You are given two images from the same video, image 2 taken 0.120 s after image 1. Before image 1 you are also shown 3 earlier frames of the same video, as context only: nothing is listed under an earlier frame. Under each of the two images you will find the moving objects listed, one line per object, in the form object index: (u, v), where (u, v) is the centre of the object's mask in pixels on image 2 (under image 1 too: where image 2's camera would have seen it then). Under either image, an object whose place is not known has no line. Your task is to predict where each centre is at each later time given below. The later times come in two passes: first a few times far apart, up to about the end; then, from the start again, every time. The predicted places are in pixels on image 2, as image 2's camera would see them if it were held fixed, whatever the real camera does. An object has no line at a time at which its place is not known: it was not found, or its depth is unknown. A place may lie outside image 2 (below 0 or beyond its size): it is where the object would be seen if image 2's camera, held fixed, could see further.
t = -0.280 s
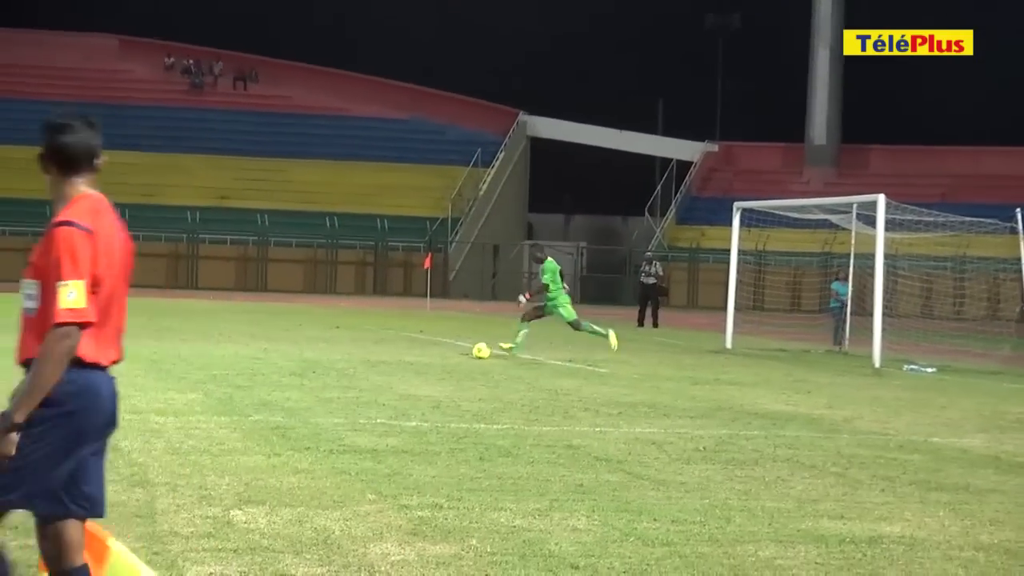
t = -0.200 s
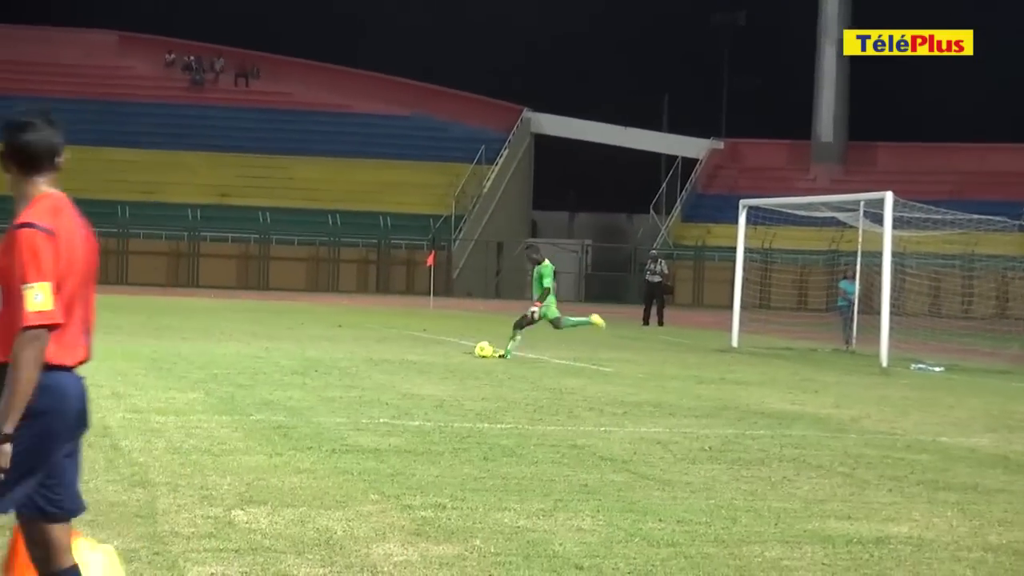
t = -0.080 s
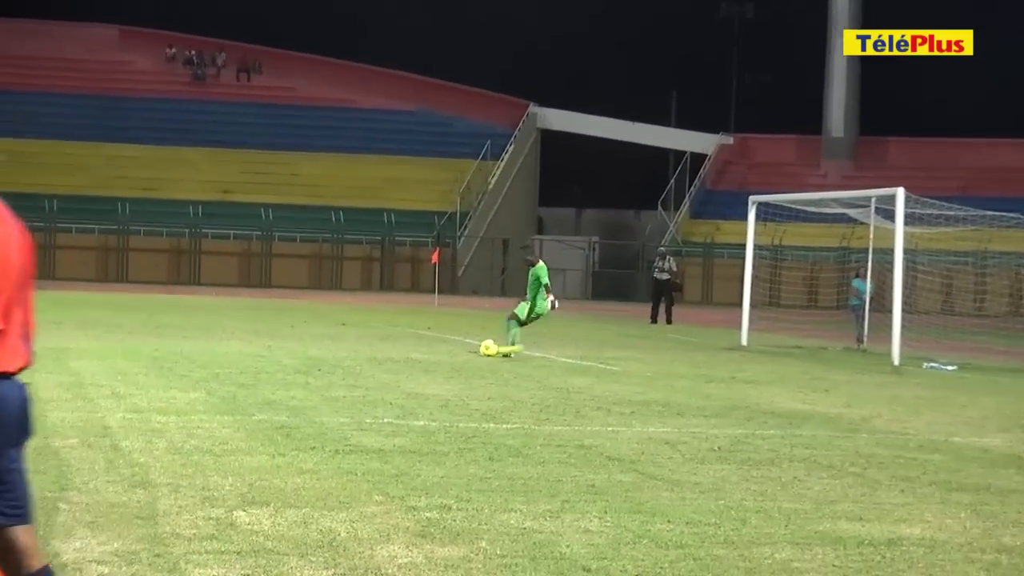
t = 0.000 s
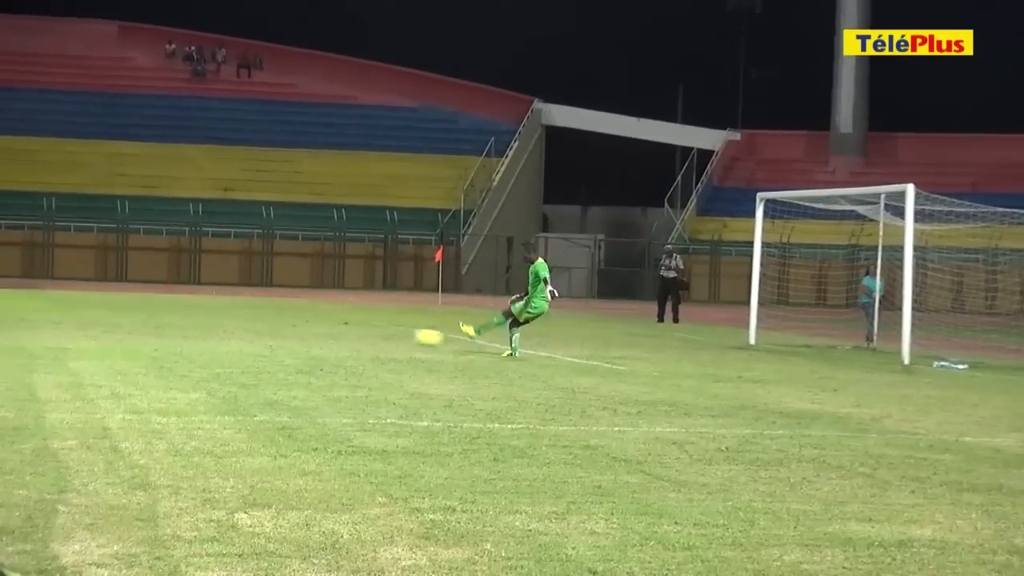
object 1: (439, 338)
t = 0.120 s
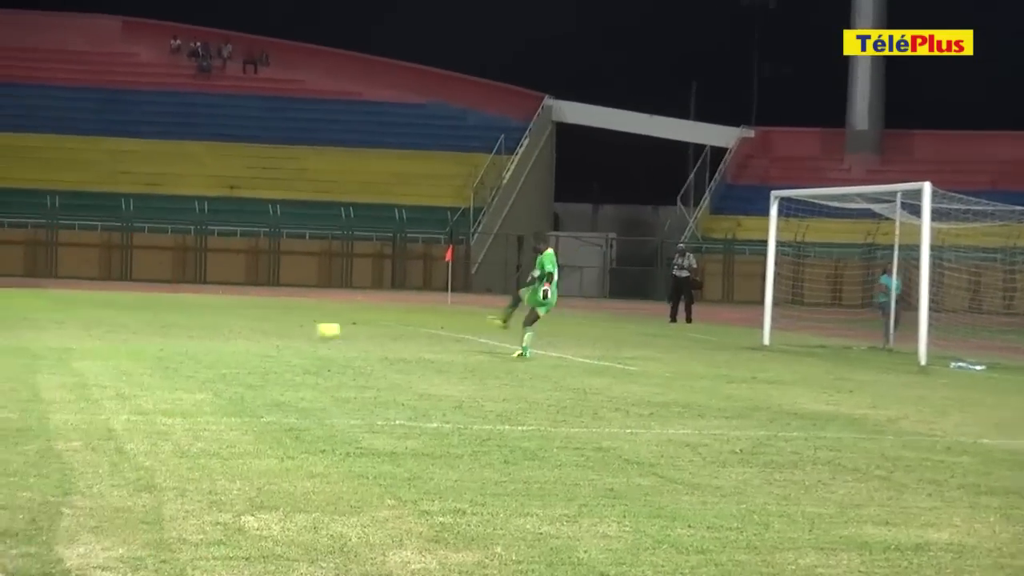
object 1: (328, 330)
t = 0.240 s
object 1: (238, 322)
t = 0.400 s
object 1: (153, 311)
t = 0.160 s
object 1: (295, 331)
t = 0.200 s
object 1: (265, 328)
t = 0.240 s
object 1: (238, 322)
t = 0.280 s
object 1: (214, 318)
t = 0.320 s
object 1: (189, 315)
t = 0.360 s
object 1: (169, 314)
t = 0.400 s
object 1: (153, 311)
